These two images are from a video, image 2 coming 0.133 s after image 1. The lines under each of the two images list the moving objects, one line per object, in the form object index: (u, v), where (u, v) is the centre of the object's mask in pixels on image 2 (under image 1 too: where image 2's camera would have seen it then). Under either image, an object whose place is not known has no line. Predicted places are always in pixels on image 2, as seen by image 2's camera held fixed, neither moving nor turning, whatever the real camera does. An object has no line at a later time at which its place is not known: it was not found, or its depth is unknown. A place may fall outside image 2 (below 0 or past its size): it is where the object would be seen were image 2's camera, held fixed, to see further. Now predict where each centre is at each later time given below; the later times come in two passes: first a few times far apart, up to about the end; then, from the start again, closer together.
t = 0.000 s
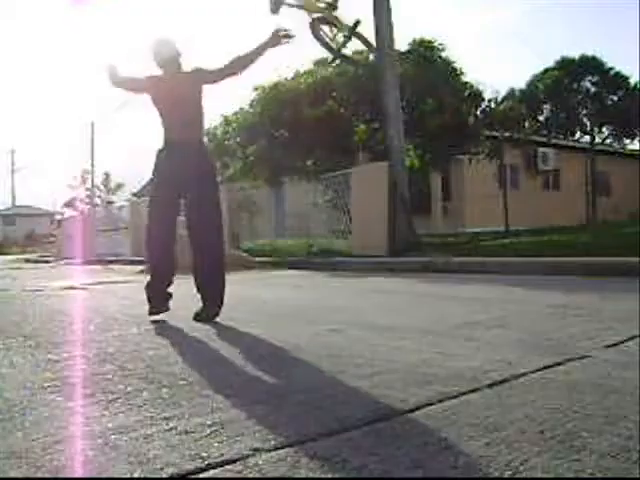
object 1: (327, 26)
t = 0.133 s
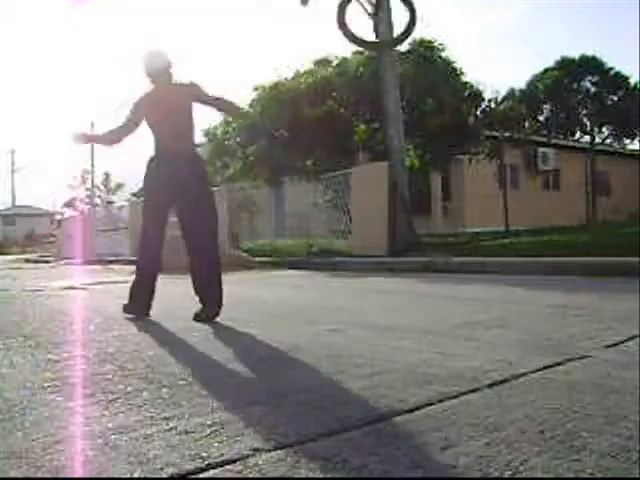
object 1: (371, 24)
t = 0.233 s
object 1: (402, 19)
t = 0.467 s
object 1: (464, 37)
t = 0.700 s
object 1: (542, 103)
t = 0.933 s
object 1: (606, 262)
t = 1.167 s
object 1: (596, 173)
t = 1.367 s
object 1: (593, 186)
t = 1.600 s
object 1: (531, 242)
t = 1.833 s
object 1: (502, 300)
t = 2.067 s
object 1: (496, 275)
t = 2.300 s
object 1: (542, 286)
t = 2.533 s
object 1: (518, 345)
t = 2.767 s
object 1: (439, 344)
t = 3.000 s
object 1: (425, 343)
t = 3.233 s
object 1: (425, 343)
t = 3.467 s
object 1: (425, 342)
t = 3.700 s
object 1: (424, 342)
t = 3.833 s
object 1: (425, 343)
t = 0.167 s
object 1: (392, 34)
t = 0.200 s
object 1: (393, 40)
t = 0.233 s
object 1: (402, 19)
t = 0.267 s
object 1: (422, 16)
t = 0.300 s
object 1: (420, 20)
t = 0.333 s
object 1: (428, 27)
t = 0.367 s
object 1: (438, 26)
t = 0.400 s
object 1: (443, 36)
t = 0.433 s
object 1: (452, 39)
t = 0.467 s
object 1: (464, 37)
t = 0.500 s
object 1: (475, 41)
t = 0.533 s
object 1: (486, 55)
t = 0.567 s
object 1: (503, 50)
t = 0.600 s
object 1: (511, 65)
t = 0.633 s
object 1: (518, 75)
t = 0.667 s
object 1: (531, 80)
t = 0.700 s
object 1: (542, 103)
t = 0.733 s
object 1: (555, 127)
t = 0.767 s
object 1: (565, 156)
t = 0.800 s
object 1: (580, 209)
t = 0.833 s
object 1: (591, 233)
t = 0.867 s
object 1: (599, 237)
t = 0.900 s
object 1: (608, 262)
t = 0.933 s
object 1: (606, 262)
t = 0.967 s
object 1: (600, 241)
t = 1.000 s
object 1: (601, 225)
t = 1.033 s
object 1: (600, 211)
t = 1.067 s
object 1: (607, 210)
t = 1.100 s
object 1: (604, 197)
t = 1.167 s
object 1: (596, 173)
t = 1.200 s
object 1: (599, 177)
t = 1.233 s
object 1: (599, 177)
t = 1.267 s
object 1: (600, 181)
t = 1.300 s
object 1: (599, 184)
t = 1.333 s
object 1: (596, 183)
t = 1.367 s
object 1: (593, 186)
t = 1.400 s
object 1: (591, 192)
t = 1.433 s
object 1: (588, 199)
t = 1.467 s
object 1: (577, 197)
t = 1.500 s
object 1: (562, 203)
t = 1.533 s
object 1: (550, 212)
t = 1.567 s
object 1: (540, 227)
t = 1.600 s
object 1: (531, 242)
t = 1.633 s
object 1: (523, 261)
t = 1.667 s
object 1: (515, 283)
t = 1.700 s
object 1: (517, 292)
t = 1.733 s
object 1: (530, 300)
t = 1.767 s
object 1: (522, 301)
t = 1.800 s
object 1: (509, 304)
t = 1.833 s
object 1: (502, 300)
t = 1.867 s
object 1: (495, 297)
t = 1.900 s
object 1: (492, 299)
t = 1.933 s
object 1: (491, 296)
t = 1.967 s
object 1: (490, 287)
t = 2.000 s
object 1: (493, 281)
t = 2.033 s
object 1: (494, 277)
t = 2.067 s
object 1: (496, 275)
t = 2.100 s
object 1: (499, 278)
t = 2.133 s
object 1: (500, 283)
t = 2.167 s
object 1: (502, 282)
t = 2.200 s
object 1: (520, 281)
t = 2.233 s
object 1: (521, 283)
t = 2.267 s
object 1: (526, 284)
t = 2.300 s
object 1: (542, 286)
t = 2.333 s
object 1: (540, 291)
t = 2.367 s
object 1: (538, 299)
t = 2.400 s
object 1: (534, 311)
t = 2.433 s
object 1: (535, 322)
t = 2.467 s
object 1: (536, 337)
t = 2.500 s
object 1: (529, 345)
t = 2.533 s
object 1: (518, 345)
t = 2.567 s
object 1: (500, 346)
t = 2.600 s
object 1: (483, 347)
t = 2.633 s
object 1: (470, 351)
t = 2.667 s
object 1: (459, 351)
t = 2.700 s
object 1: (451, 347)
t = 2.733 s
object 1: (444, 344)
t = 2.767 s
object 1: (439, 344)
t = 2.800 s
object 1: (435, 344)
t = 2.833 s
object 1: (432, 342)
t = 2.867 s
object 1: (430, 343)
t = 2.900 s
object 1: (428, 342)
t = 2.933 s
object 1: (427, 342)
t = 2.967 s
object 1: (426, 342)
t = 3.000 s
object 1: (425, 343)
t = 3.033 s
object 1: (425, 343)
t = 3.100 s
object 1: (425, 343)
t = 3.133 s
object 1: (425, 343)
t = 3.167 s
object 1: (425, 343)
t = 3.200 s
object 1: (425, 343)
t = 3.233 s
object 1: (425, 343)
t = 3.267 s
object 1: (425, 343)
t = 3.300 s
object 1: (425, 343)
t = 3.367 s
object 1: (425, 342)
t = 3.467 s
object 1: (425, 342)
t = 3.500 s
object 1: (425, 342)
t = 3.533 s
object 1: (425, 342)
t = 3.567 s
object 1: (425, 342)
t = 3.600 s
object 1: (425, 342)
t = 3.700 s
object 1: (424, 342)
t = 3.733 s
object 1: (425, 342)
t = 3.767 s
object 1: (424, 342)
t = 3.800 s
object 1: (424, 342)
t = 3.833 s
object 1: (425, 343)
